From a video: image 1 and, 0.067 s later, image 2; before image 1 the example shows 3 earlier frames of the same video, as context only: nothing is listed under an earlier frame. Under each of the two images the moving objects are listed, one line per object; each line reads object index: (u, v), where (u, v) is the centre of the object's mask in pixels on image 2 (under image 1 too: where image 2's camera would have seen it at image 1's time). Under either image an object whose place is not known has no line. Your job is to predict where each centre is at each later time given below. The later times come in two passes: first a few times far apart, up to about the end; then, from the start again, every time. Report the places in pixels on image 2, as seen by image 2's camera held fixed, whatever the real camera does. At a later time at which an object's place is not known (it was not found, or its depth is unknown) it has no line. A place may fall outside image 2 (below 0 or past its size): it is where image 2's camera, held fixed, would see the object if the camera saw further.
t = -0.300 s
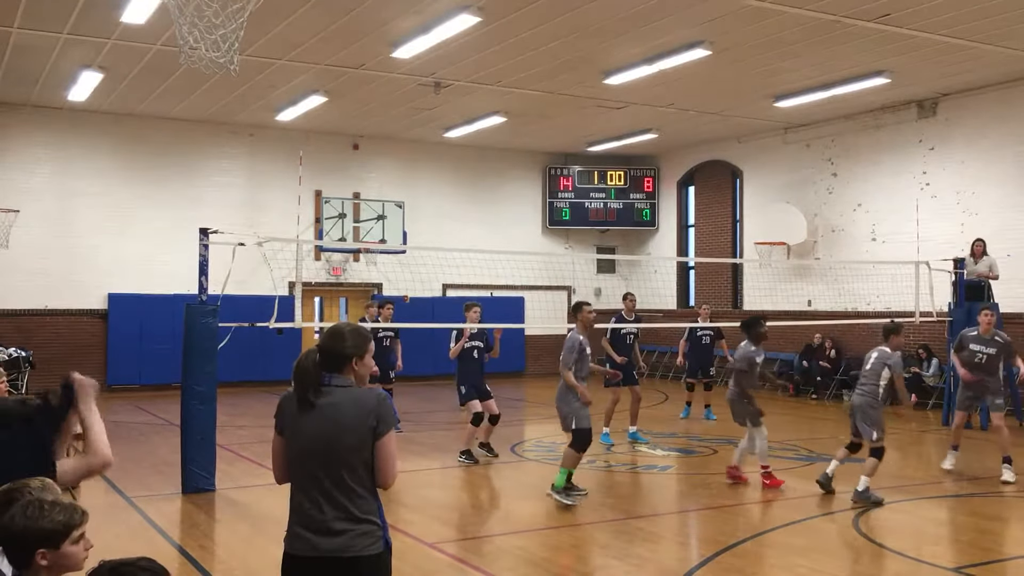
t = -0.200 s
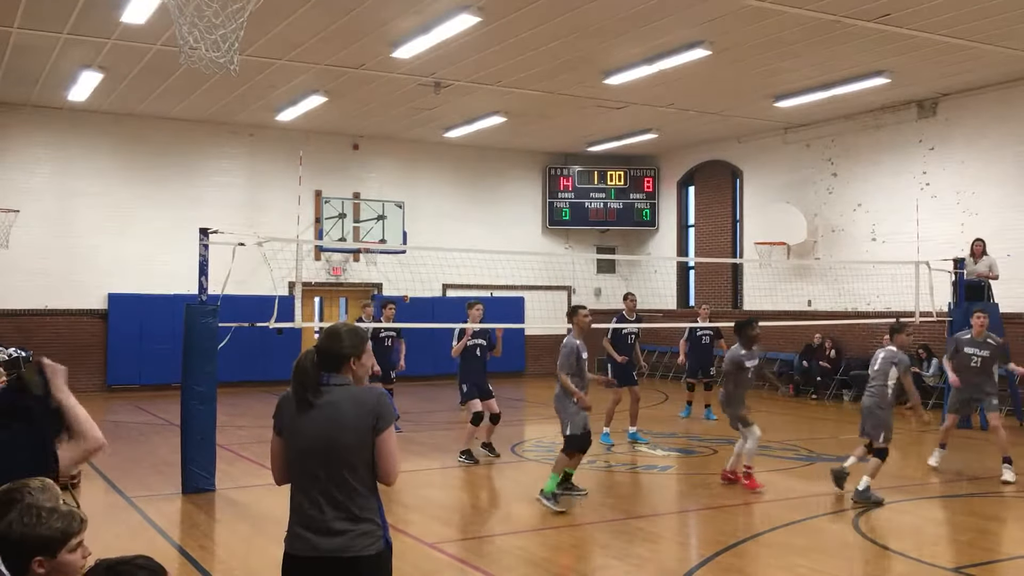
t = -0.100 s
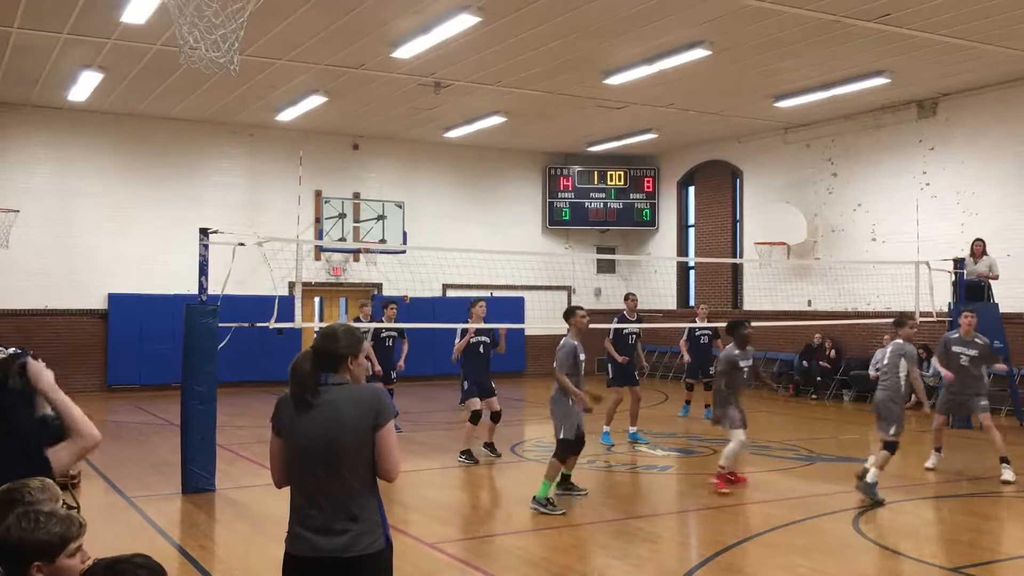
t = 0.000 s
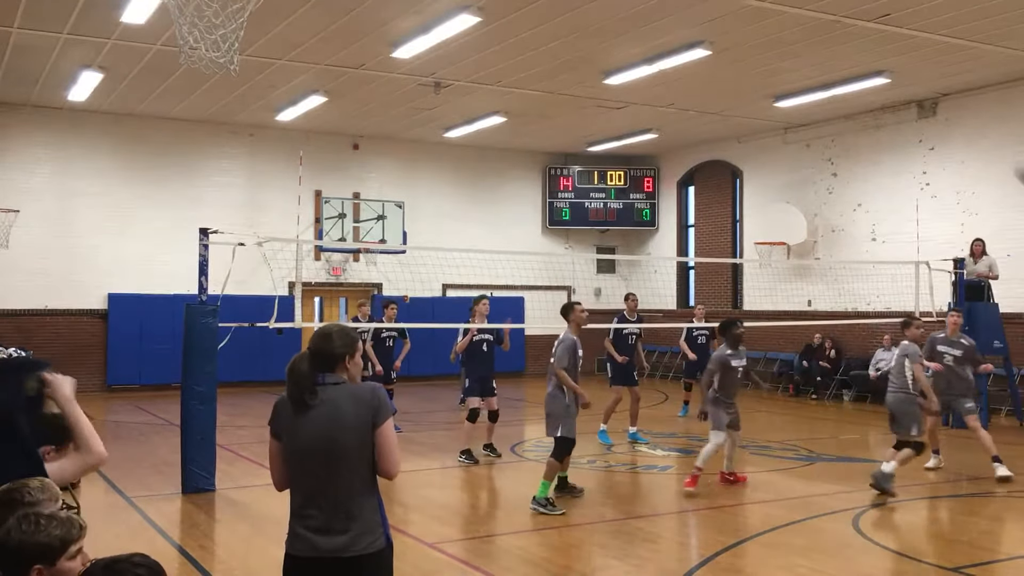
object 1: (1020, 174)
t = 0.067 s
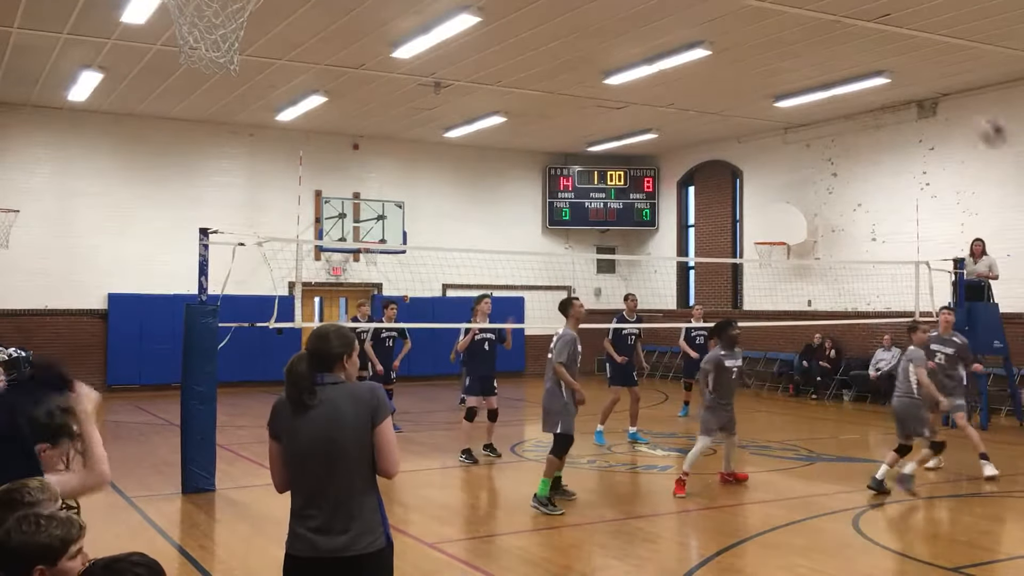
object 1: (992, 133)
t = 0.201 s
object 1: (919, 72)
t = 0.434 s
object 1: (825, 34)
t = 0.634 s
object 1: (766, 49)
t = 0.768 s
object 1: (733, 77)
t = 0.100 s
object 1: (971, 112)
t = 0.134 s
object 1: (953, 98)
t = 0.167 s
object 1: (935, 83)
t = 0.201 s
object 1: (919, 72)
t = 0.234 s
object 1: (903, 62)
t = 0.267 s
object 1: (889, 54)
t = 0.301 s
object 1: (874, 49)
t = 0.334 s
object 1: (861, 44)
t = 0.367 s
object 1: (849, 39)
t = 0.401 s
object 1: (837, 36)
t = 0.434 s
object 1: (825, 34)
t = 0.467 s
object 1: (814, 35)
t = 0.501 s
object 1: (804, 36)
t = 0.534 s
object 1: (795, 38)
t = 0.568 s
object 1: (785, 40)
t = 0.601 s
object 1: (775, 45)
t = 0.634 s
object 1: (766, 49)
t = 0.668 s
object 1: (757, 54)
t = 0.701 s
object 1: (749, 61)
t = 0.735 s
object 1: (741, 68)
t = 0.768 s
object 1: (733, 77)
